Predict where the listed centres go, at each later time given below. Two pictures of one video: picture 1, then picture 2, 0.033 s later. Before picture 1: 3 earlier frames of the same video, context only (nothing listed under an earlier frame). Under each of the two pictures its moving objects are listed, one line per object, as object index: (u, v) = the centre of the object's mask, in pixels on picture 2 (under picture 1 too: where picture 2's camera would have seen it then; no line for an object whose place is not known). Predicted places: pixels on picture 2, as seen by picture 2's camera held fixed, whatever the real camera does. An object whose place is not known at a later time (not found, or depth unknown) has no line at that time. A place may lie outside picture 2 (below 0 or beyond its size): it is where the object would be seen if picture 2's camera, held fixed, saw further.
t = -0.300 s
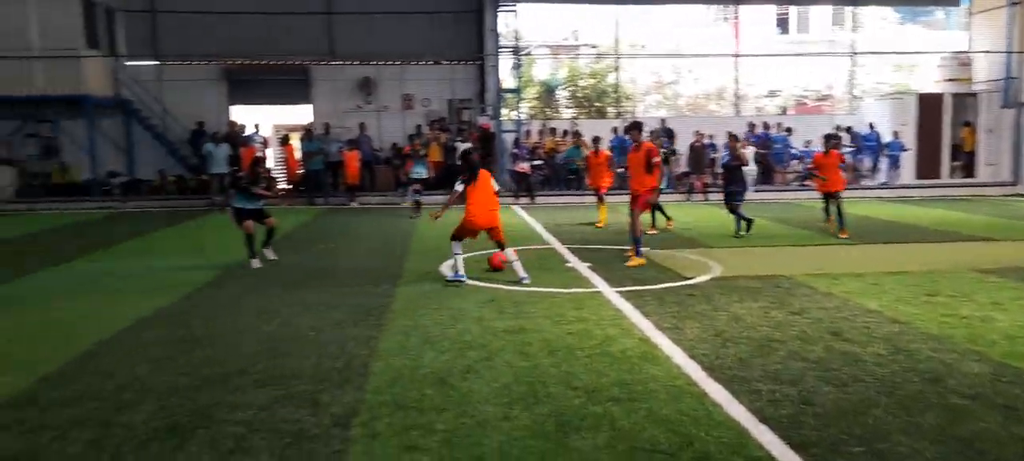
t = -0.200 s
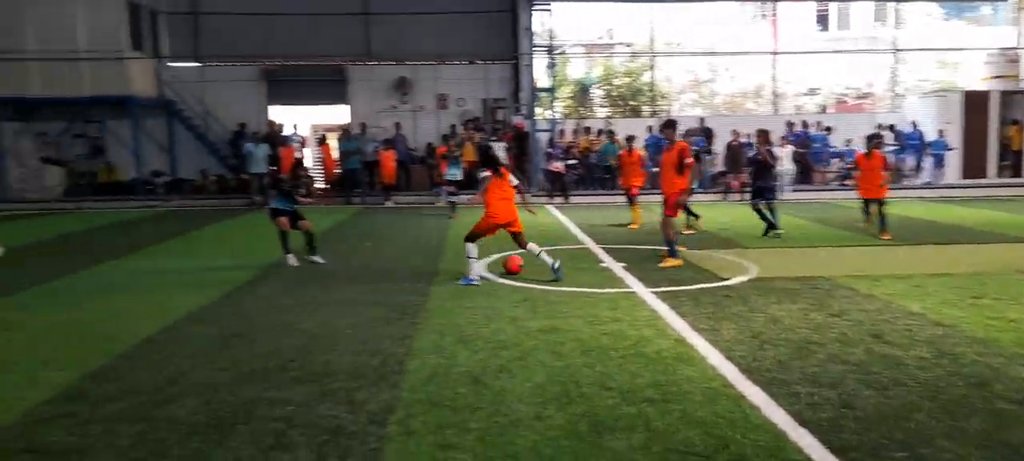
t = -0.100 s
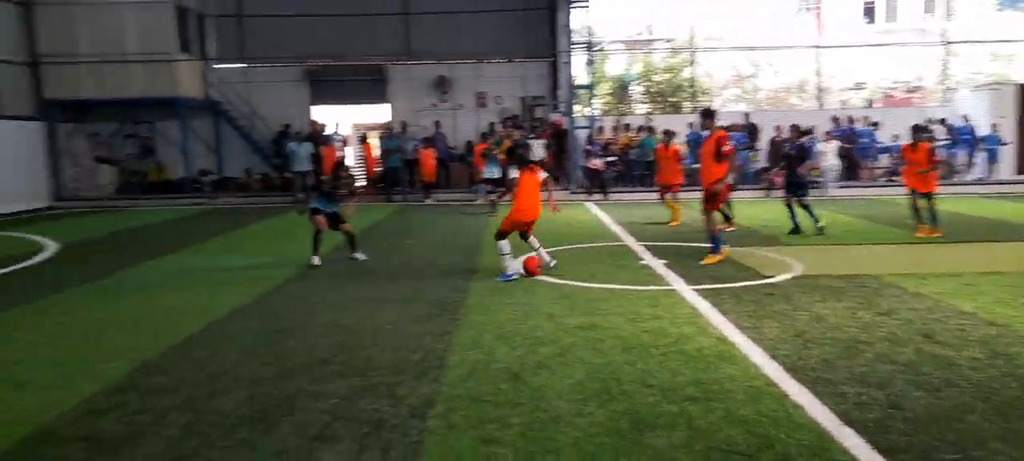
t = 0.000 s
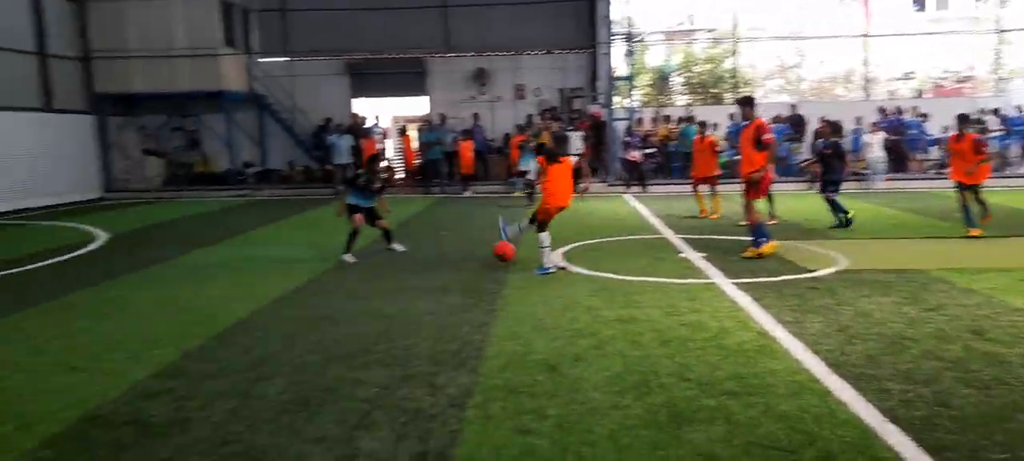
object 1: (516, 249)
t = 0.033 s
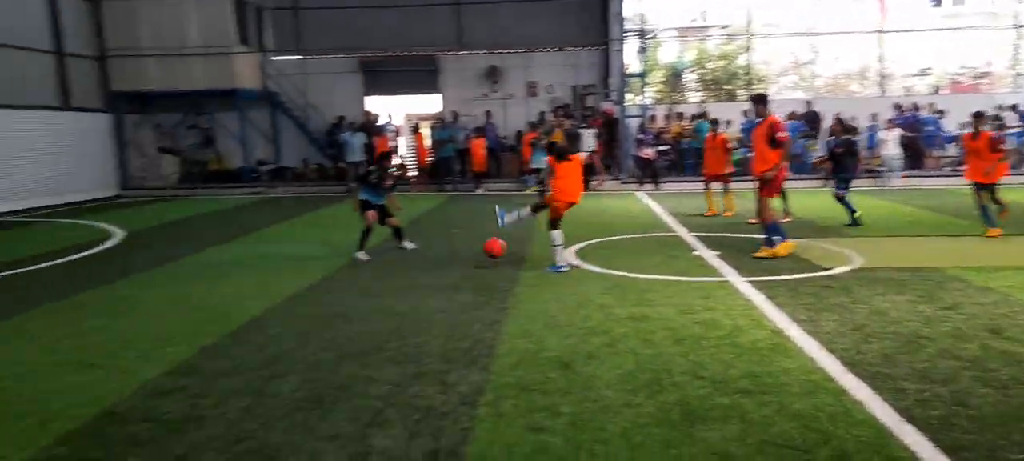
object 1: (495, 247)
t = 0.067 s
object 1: (473, 247)
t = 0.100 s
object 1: (450, 248)
